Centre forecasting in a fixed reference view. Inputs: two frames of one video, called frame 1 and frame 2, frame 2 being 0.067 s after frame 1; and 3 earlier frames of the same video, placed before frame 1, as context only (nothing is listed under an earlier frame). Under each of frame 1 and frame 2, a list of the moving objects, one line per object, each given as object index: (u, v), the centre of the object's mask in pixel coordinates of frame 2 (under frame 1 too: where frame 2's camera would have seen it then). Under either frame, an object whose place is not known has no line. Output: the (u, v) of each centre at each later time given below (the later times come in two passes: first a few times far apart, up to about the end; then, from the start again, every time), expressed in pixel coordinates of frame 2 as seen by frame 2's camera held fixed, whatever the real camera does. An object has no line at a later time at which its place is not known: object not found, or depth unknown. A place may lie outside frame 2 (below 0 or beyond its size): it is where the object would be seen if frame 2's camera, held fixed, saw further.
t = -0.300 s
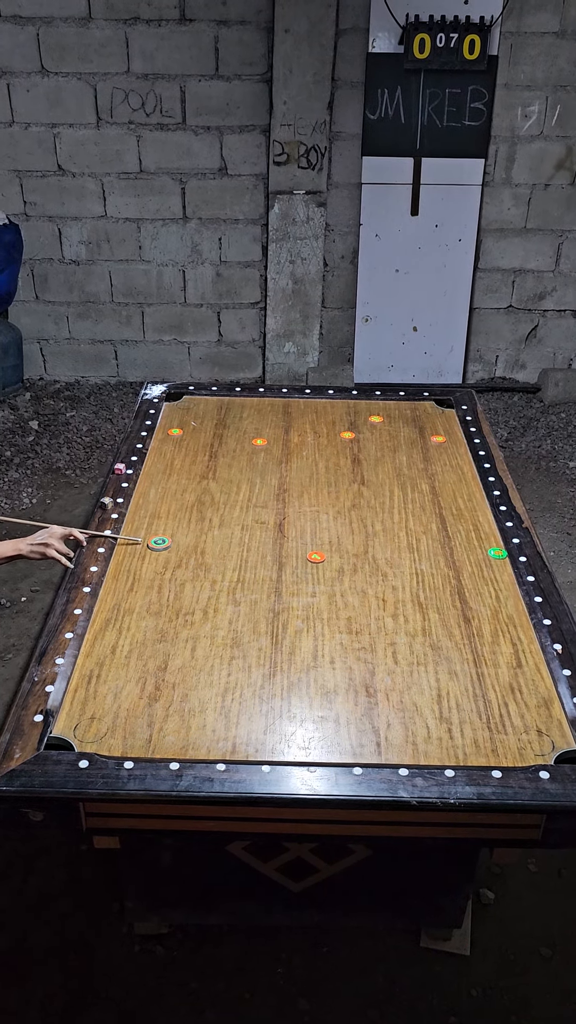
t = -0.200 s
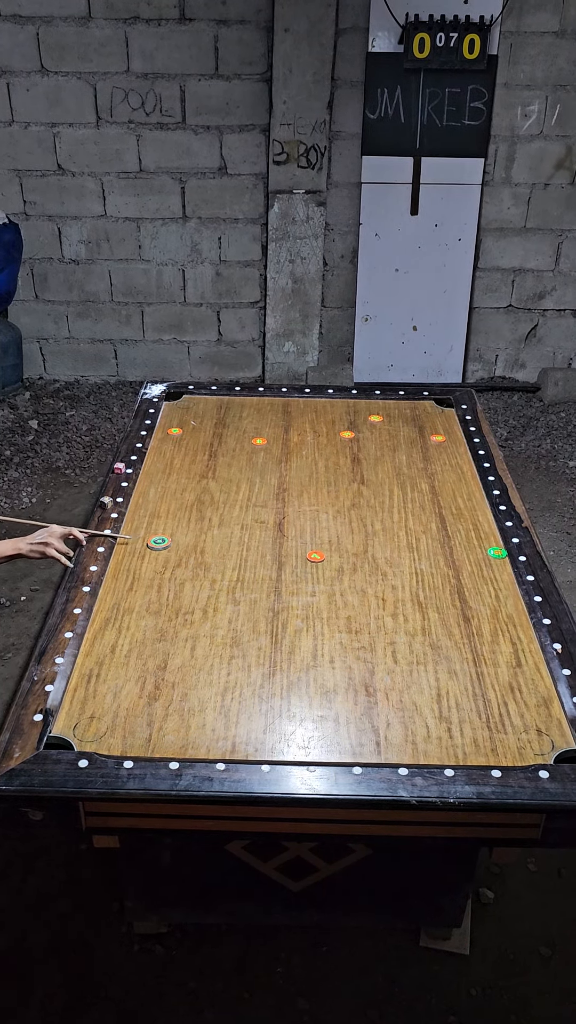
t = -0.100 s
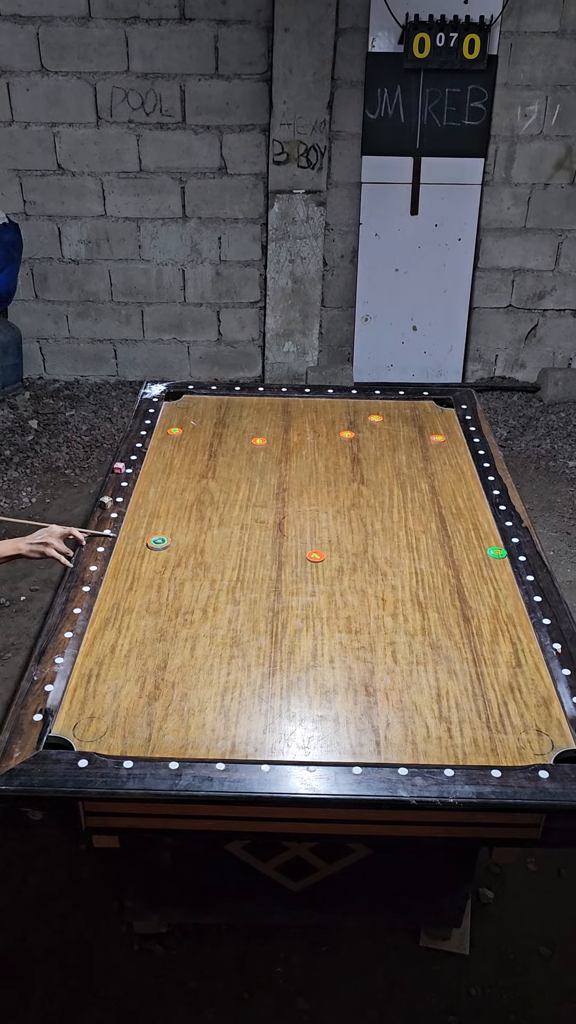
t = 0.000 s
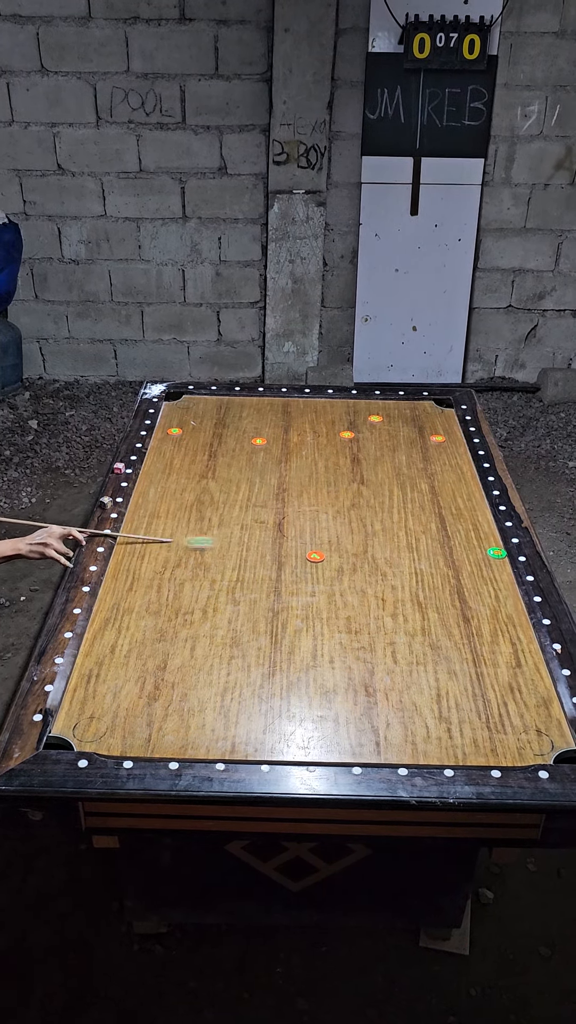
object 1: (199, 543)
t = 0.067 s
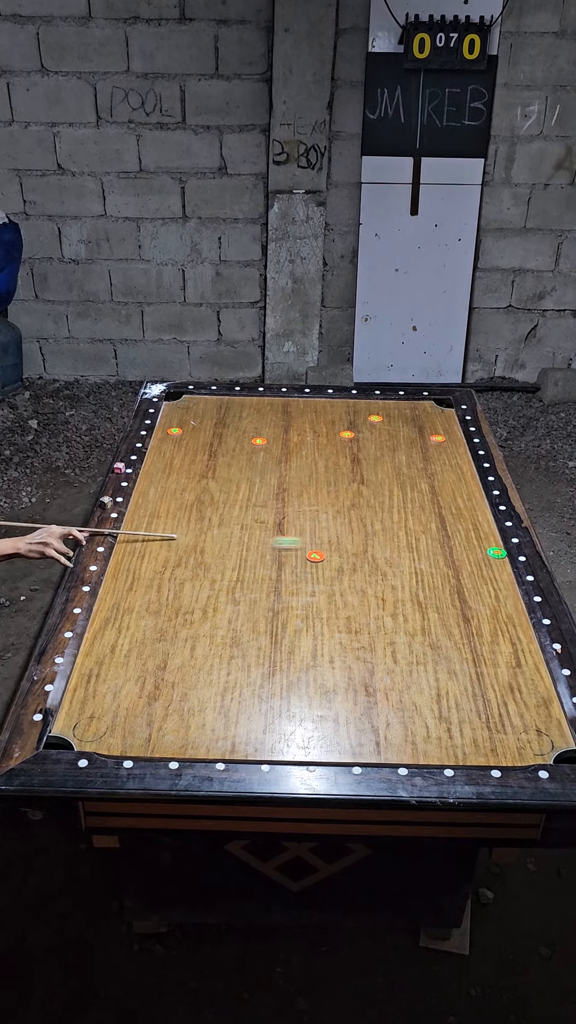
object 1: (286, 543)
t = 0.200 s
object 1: (456, 544)
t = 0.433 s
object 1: (388, 492)
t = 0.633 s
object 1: (310, 454)
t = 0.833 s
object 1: (251, 425)
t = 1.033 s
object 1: (205, 403)
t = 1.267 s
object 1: (182, 408)
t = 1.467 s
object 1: (204, 421)
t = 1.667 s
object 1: (220, 430)
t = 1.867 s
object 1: (229, 435)
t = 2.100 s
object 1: (234, 438)
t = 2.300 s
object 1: (234, 438)
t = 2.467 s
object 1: (234, 438)
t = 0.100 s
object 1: (329, 544)
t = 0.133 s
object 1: (372, 544)
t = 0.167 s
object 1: (415, 544)
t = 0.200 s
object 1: (456, 544)
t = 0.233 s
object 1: (488, 542)
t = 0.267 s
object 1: (472, 531)
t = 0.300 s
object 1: (454, 522)
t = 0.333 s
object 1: (437, 514)
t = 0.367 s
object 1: (420, 506)
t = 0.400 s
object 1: (404, 498)
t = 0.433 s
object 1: (388, 492)
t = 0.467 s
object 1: (374, 485)
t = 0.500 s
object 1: (360, 478)
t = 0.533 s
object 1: (347, 472)
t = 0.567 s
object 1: (334, 465)
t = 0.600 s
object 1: (322, 459)
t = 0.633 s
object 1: (310, 454)
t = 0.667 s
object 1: (299, 448)
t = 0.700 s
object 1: (289, 443)
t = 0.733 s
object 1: (279, 439)
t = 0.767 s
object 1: (270, 434)
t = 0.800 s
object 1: (260, 430)
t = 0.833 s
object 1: (251, 425)
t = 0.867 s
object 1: (242, 421)
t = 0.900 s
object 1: (234, 417)
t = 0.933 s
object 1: (227, 413)
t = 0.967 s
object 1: (219, 410)
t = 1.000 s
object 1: (212, 406)
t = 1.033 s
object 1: (205, 403)
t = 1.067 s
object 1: (199, 400)
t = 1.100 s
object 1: (193, 398)
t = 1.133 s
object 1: (184, 399)
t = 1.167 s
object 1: (176, 401)
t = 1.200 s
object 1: (173, 403)
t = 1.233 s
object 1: (178, 406)
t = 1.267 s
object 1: (182, 408)
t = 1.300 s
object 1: (186, 410)
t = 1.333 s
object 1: (190, 413)
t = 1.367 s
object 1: (194, 415)
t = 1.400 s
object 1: (198, 417)
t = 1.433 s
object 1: (201, 419)
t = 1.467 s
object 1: (204, 421)
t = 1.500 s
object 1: (207, 422)
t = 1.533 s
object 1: (210, 424)
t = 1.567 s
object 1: (213, 426)
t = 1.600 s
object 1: (216, 427)
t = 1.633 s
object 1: (218, 428)
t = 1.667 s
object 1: (220, 430)
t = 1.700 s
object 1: (222, 431)
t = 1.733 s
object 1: (223, 432)
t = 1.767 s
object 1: (225, 433)
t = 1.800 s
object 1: (226, 434)
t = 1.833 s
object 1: (228, 435)
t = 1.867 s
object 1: (229, 435)
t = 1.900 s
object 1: (230, 435)
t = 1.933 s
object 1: (231, 436)
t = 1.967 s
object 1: (232, 437)
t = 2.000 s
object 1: (232, 437)
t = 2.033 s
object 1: (233, 437)
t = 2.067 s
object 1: (233, 437)
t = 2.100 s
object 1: (234, 438)
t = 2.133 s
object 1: (234, 438)
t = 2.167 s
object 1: (234, 438)
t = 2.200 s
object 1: (234, 438)
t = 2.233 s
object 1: (234, 438)
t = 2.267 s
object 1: (234, 438)
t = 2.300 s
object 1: (234, 438)
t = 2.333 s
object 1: (234, 438)
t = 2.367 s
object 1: (234, 438)
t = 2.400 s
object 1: (234, 438)
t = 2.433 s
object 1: (234, 438)
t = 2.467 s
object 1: (234, 438)
